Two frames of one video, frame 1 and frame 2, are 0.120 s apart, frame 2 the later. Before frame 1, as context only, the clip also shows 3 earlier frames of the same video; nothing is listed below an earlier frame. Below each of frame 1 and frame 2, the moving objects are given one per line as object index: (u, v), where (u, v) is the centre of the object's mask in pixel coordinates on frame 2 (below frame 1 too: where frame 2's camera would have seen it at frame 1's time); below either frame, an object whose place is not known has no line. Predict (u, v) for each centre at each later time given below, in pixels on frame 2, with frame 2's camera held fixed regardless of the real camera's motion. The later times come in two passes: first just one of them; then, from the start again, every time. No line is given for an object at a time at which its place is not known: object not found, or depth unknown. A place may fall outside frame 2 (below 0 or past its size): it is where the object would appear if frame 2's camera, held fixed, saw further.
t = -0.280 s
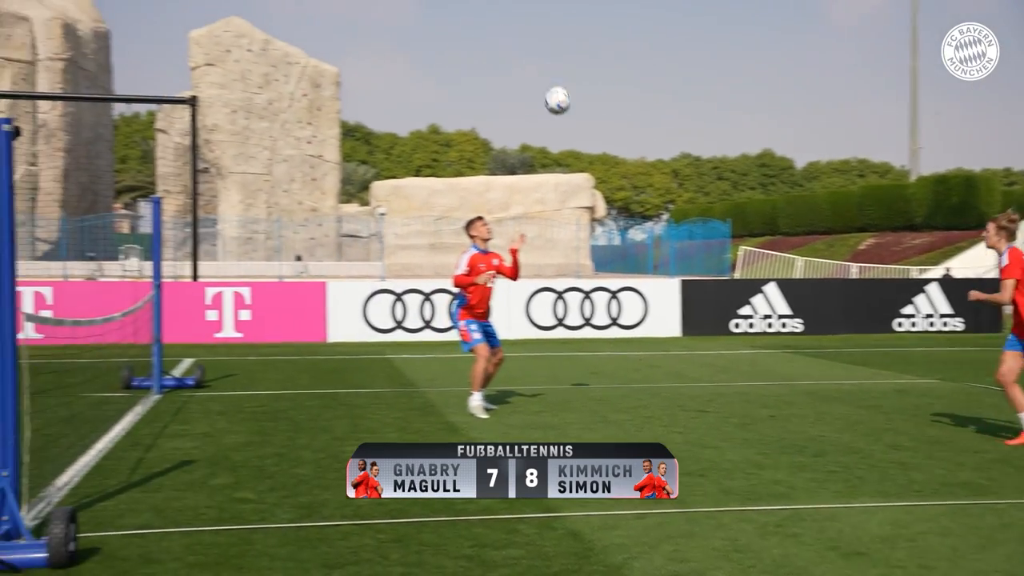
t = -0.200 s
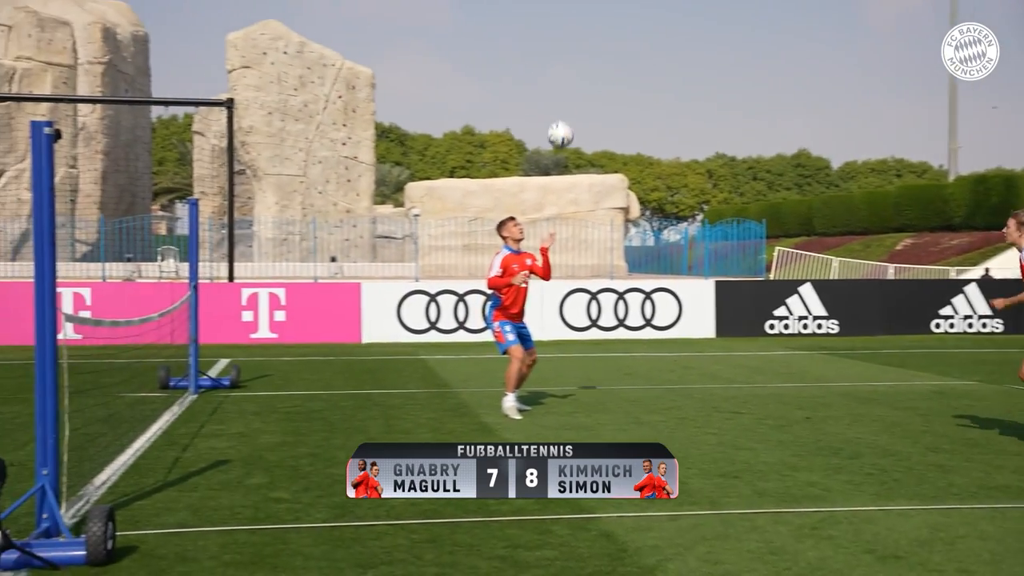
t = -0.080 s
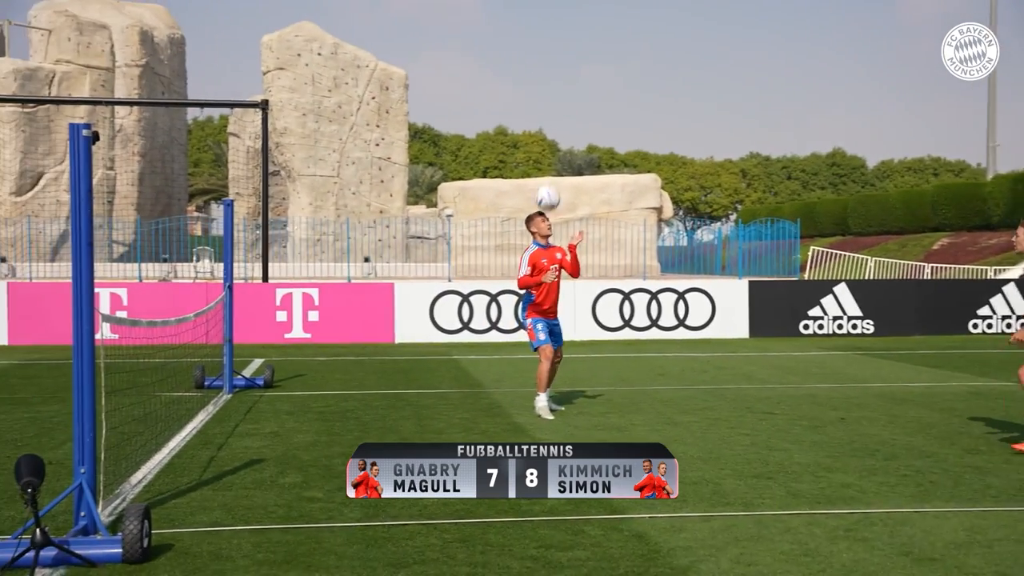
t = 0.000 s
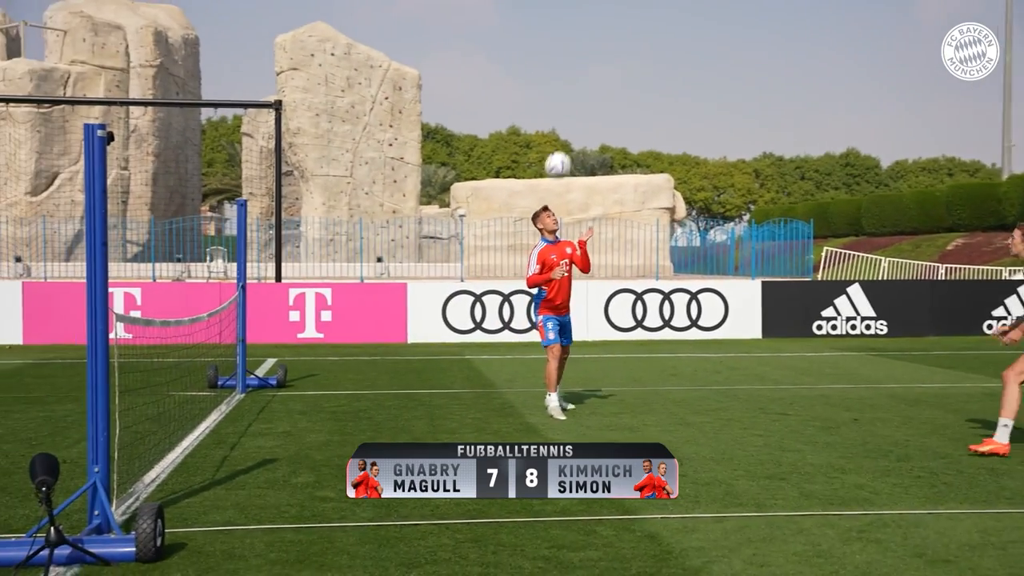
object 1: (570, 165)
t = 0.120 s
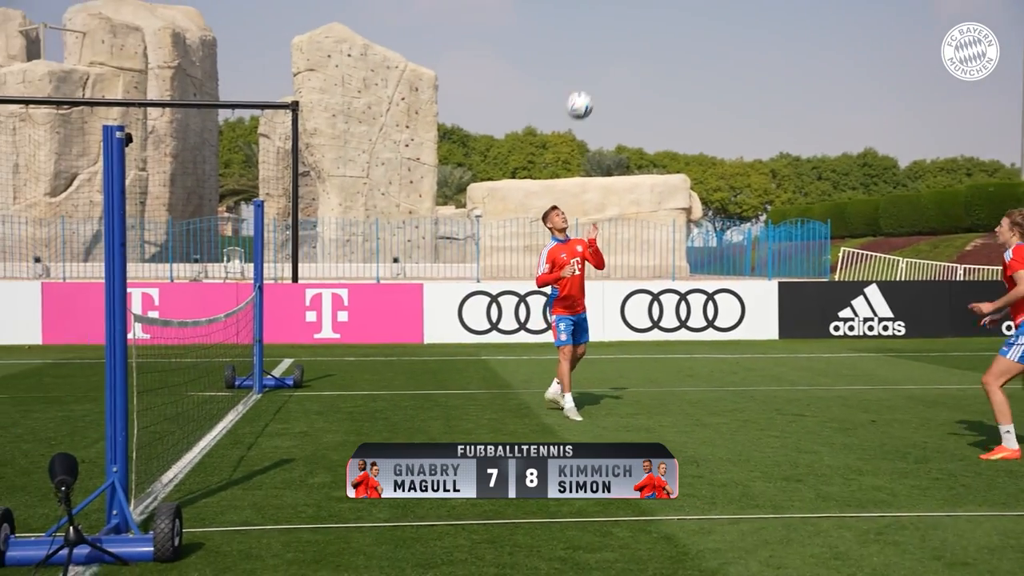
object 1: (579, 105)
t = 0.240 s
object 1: (589, 61)
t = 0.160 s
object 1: (582, 89)
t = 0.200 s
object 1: (586, 74)
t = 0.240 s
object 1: (589, 61)
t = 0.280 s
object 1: (592, 50)
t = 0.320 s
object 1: (597, 40)
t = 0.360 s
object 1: (601, 33)
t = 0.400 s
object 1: (606, 27)
